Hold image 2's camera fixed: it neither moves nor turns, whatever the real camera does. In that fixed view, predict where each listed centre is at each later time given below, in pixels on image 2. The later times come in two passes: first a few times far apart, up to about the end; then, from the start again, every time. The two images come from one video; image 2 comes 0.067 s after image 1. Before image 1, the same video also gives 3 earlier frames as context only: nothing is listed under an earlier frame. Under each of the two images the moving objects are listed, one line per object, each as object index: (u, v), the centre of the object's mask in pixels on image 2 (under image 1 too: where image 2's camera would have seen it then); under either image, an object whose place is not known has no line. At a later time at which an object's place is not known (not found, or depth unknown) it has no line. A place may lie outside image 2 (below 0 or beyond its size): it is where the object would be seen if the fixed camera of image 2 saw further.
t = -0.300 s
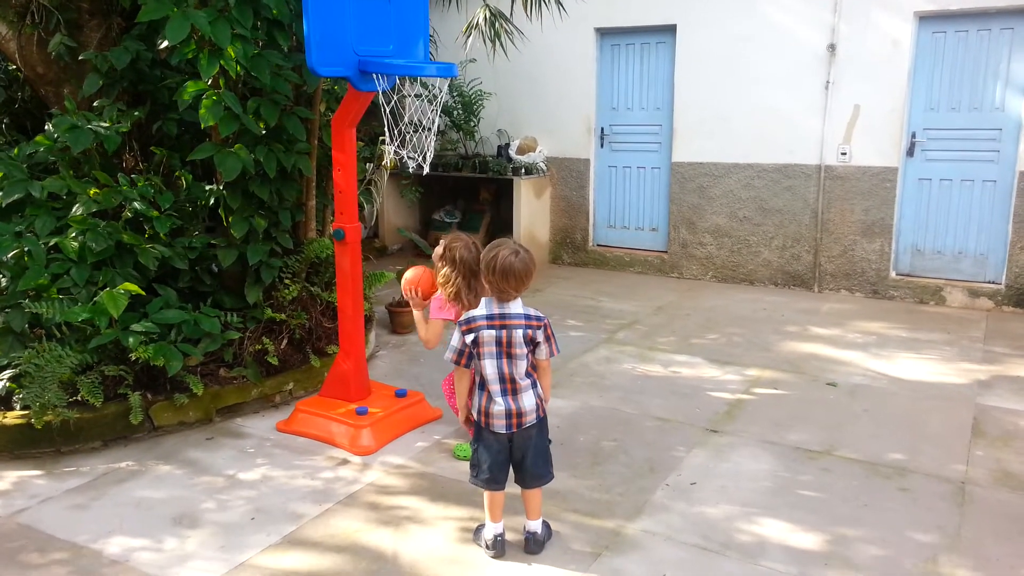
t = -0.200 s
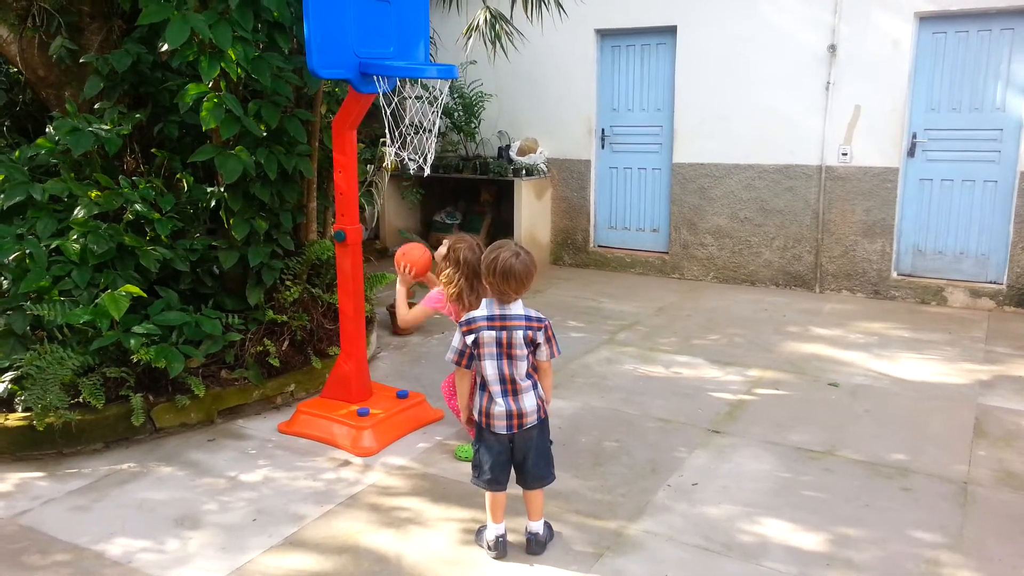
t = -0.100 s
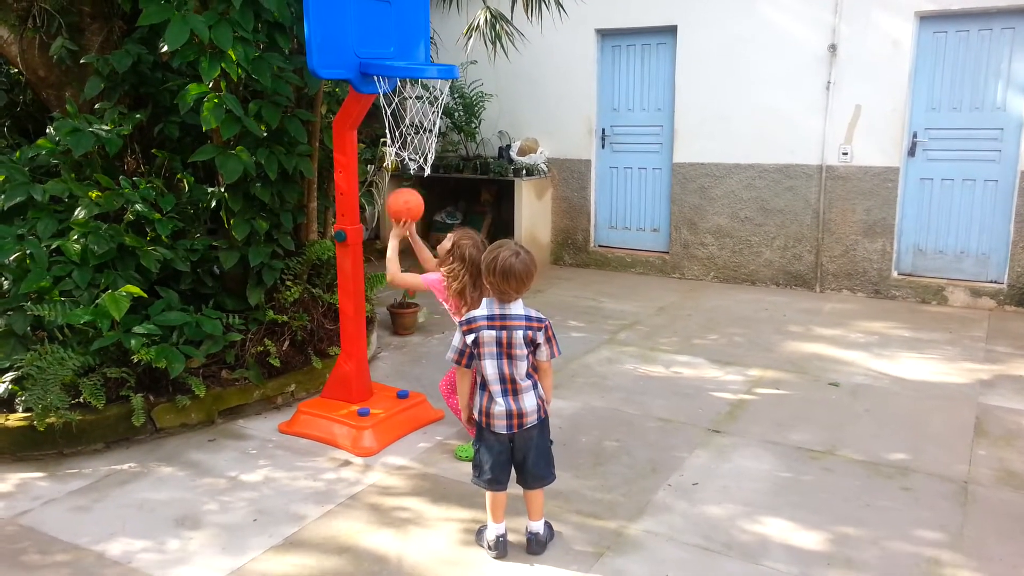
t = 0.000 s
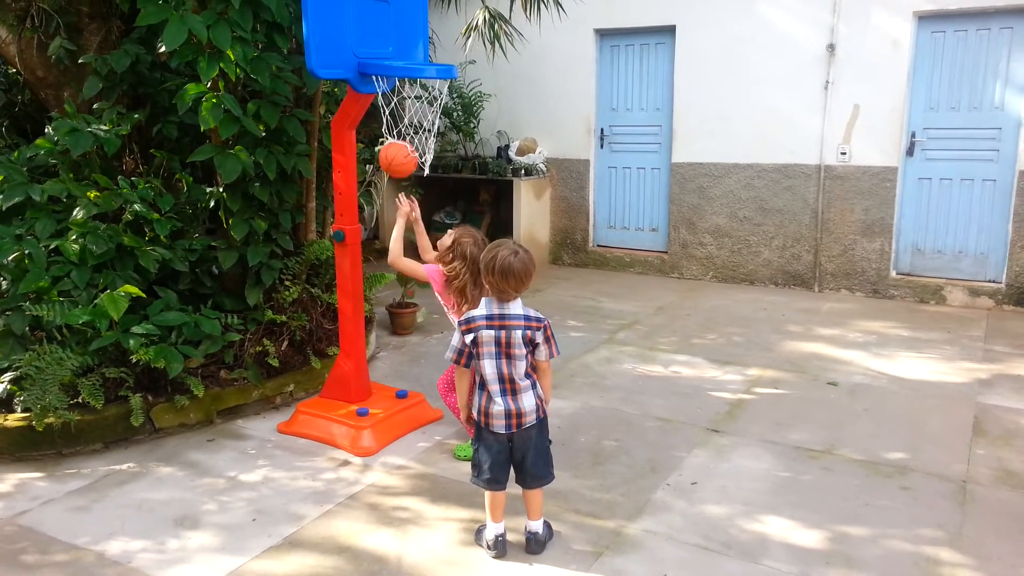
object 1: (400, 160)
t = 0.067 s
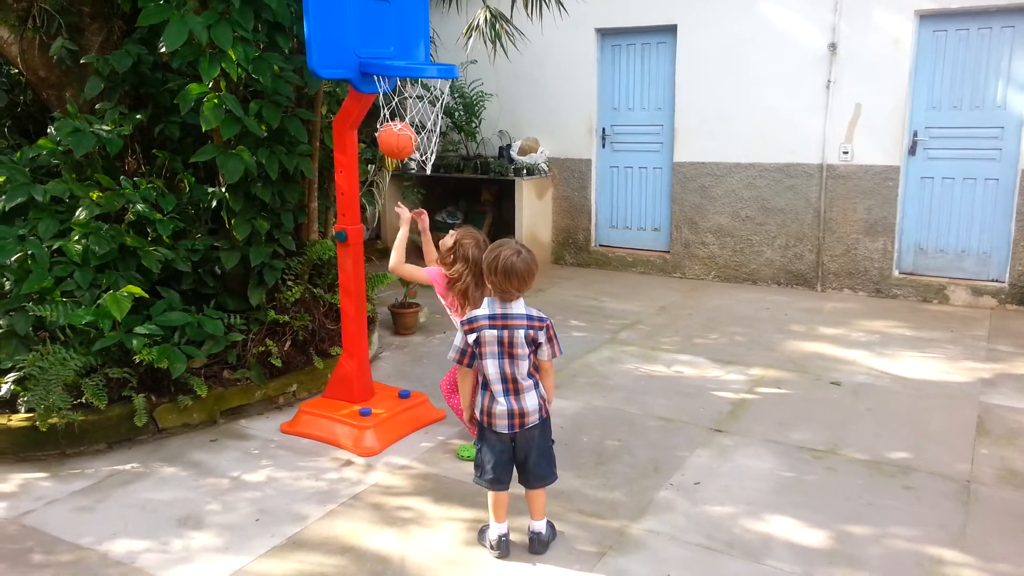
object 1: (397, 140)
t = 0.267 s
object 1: (393, 150)
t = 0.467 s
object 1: (391, 251)
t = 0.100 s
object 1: (396, 135)
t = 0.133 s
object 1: (395, 133)
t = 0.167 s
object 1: (395, 133)
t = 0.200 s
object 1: (394, 136)
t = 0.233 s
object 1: (393, 141)
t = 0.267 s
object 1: (393, 150)
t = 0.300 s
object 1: (392, 160)
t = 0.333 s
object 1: (392, 174)
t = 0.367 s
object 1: (392, 188)
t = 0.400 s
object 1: (392, 207)
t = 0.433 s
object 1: (391, 228)
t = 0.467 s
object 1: (391, 251)
